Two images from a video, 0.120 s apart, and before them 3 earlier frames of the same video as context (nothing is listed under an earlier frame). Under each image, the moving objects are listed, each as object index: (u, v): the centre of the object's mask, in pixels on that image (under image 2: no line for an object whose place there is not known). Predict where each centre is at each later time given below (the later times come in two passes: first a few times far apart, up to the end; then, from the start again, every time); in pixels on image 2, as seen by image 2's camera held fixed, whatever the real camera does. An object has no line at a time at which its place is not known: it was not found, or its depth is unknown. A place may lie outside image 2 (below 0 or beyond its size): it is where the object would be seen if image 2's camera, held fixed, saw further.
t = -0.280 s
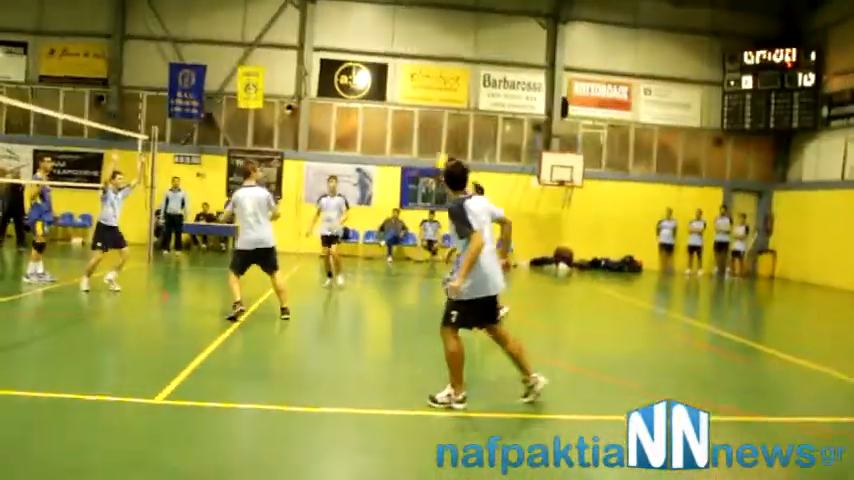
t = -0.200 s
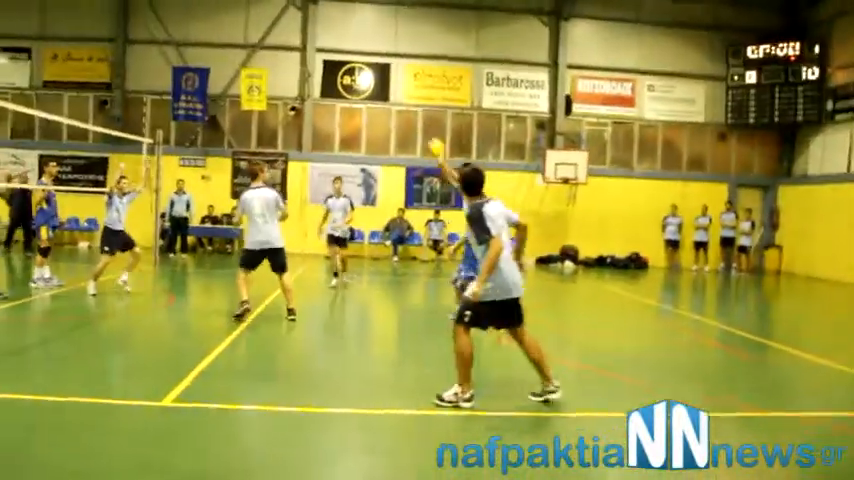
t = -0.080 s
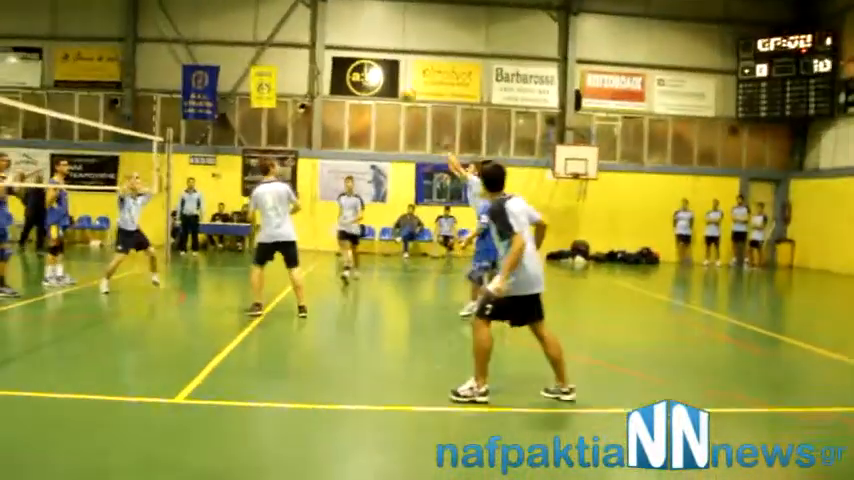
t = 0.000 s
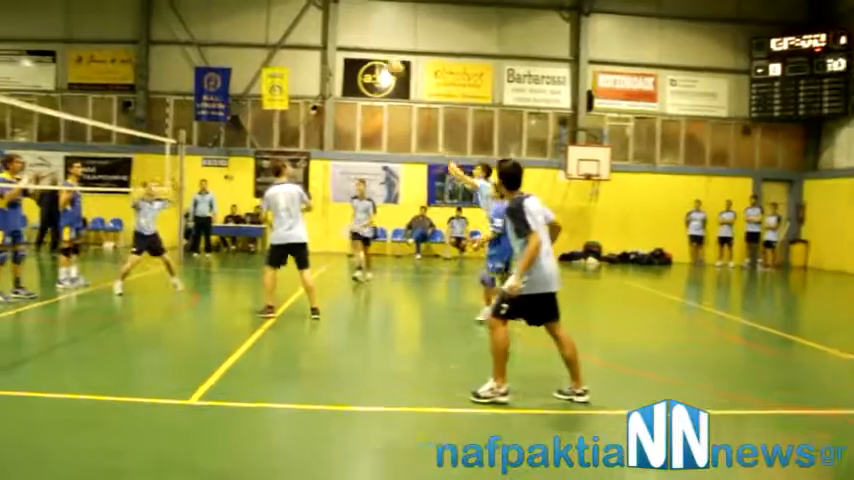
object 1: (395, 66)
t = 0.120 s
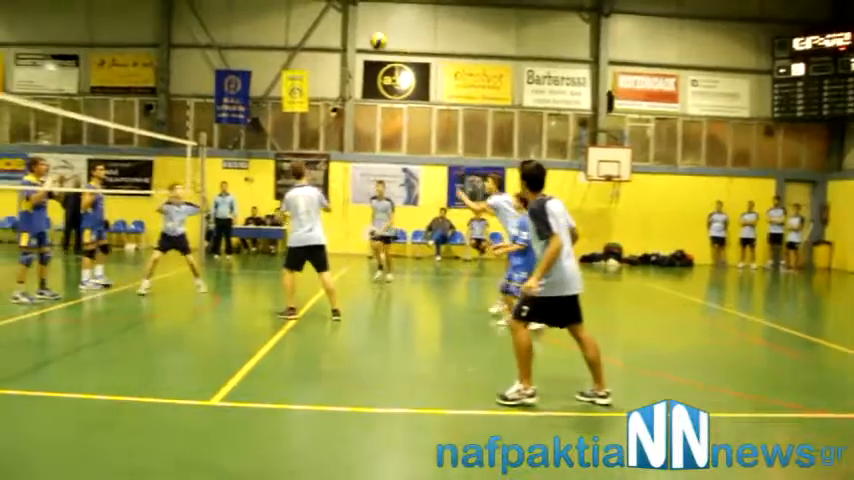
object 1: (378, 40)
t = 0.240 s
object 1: (343, 25)
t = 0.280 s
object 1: (333, 21)
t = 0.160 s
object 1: (367, 34)
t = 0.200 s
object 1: (356, 29)
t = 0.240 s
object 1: (343, 25)
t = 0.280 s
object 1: (333, 21)
